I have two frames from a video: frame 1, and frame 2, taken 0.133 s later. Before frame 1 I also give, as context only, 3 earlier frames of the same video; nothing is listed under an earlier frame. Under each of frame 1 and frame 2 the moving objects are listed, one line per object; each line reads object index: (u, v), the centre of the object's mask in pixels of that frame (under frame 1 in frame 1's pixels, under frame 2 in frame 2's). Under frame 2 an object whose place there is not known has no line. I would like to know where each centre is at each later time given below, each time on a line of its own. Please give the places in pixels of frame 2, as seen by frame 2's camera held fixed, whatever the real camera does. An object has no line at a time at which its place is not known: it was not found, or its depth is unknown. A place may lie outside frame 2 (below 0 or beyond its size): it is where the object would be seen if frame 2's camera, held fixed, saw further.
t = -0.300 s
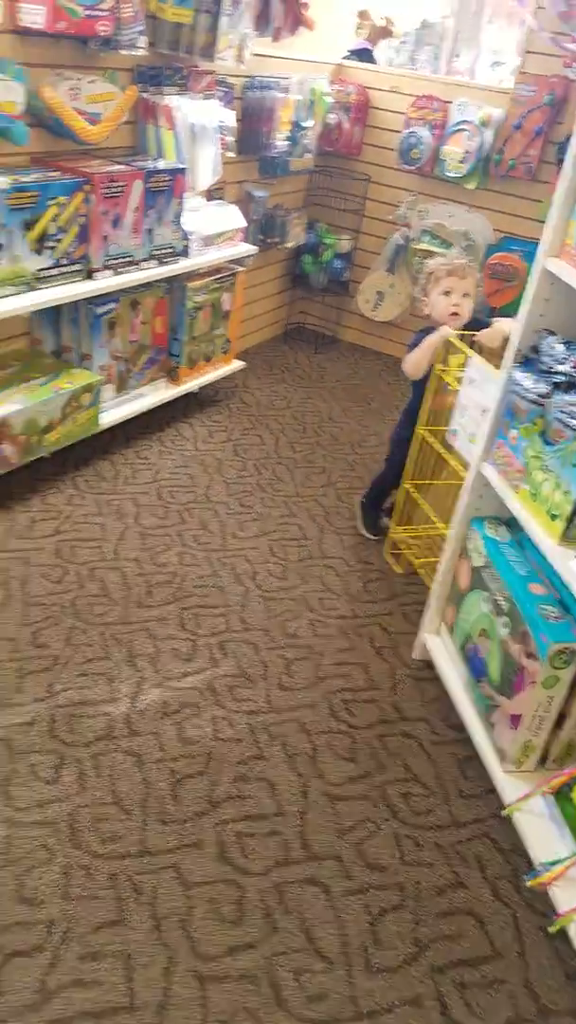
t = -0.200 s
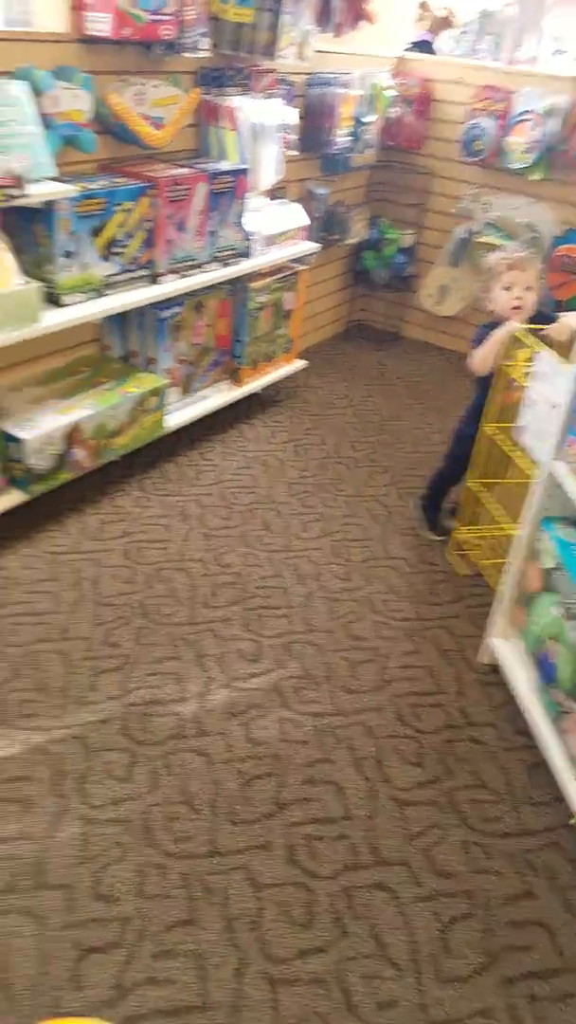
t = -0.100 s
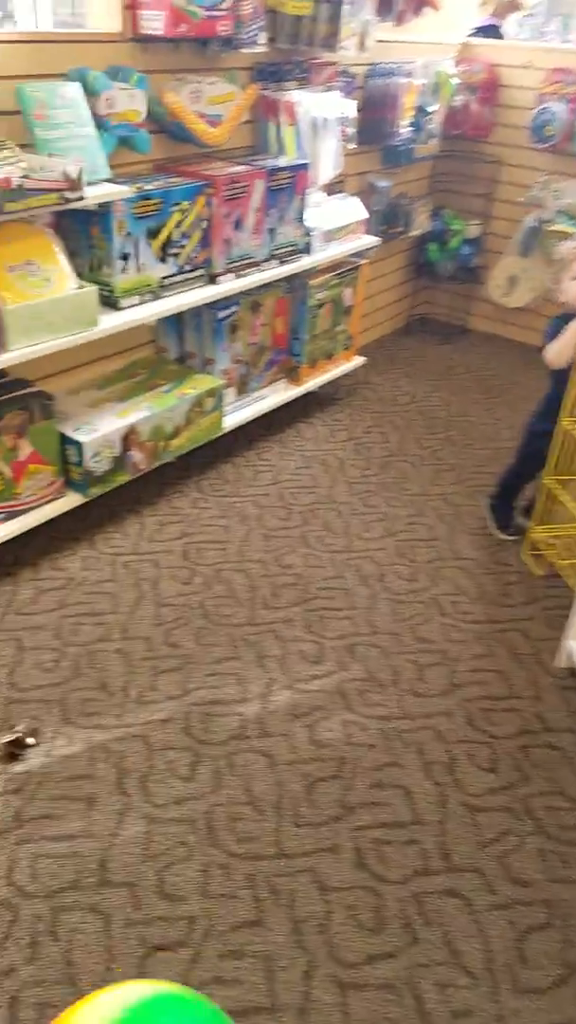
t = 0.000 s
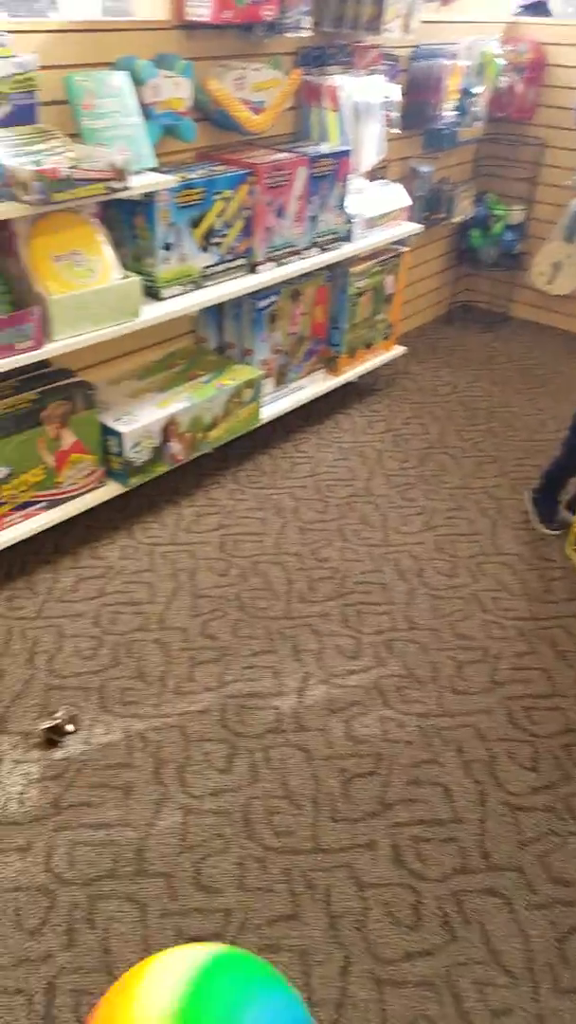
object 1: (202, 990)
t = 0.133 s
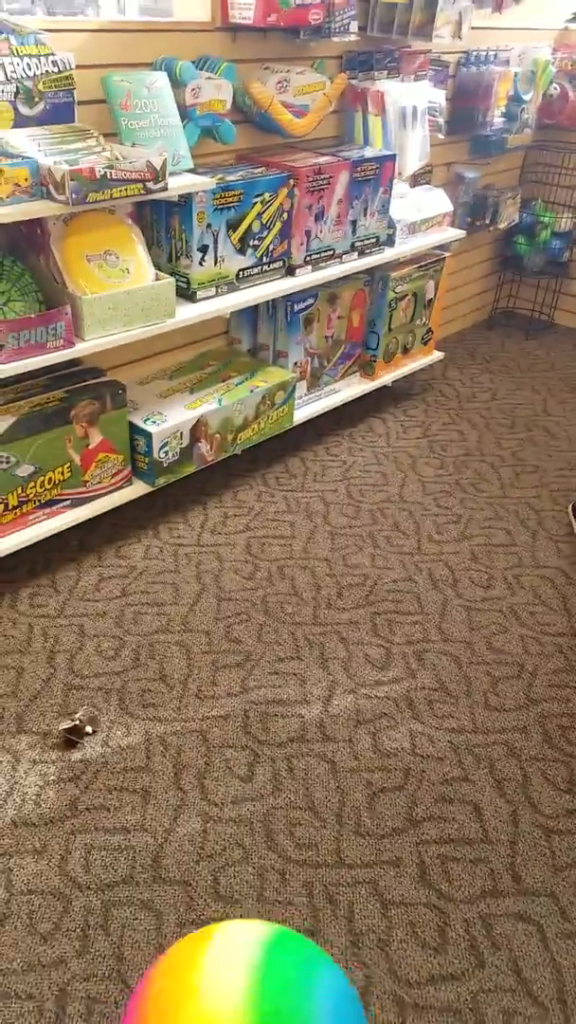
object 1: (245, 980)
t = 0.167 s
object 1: (252, 975)
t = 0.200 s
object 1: (258, 969)
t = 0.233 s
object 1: (264, 965)
